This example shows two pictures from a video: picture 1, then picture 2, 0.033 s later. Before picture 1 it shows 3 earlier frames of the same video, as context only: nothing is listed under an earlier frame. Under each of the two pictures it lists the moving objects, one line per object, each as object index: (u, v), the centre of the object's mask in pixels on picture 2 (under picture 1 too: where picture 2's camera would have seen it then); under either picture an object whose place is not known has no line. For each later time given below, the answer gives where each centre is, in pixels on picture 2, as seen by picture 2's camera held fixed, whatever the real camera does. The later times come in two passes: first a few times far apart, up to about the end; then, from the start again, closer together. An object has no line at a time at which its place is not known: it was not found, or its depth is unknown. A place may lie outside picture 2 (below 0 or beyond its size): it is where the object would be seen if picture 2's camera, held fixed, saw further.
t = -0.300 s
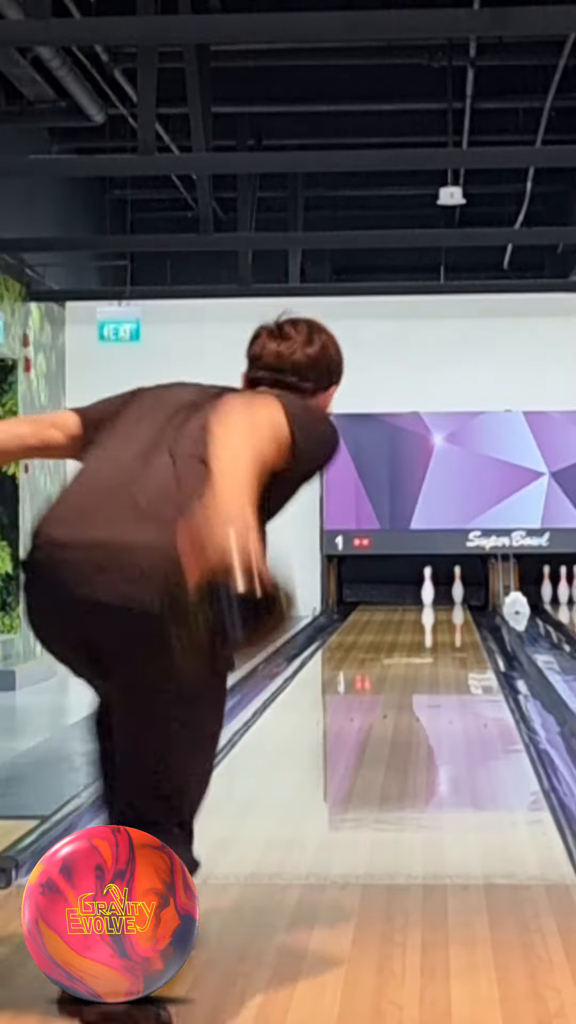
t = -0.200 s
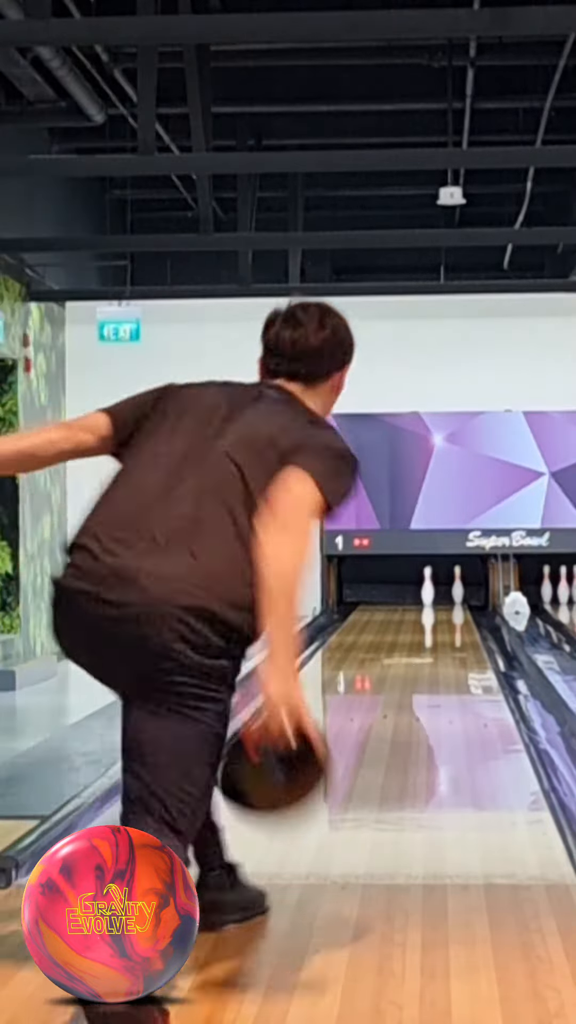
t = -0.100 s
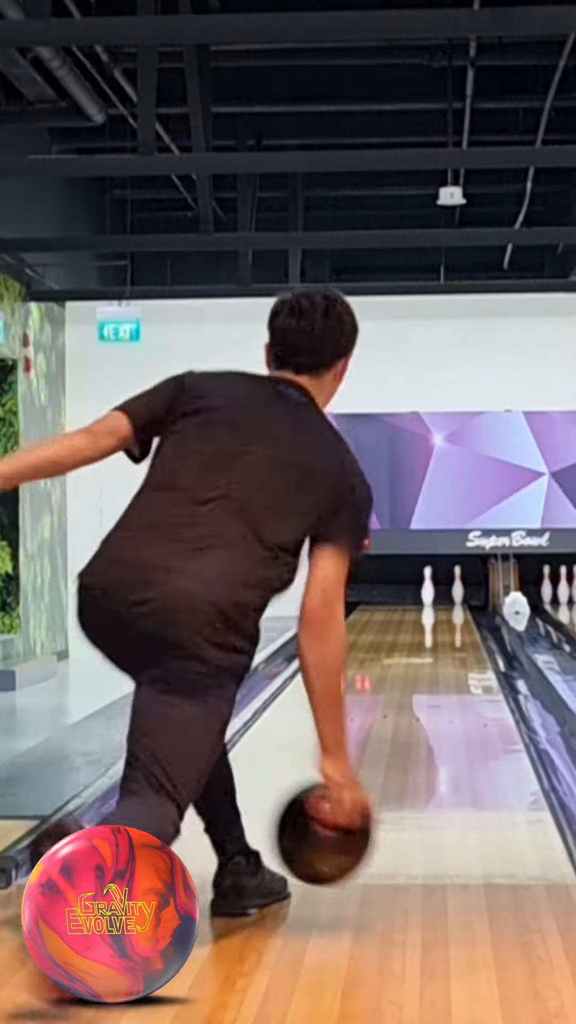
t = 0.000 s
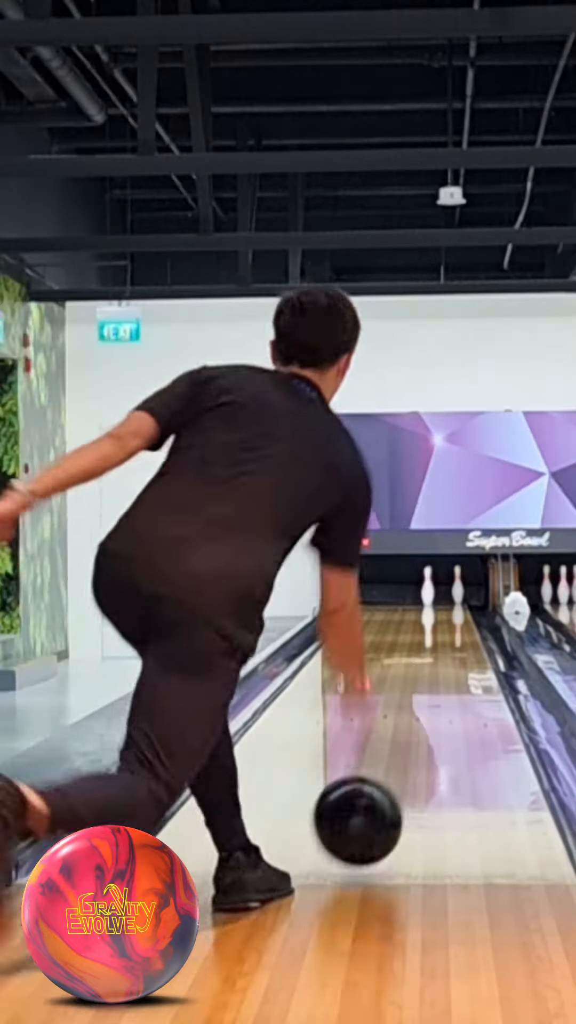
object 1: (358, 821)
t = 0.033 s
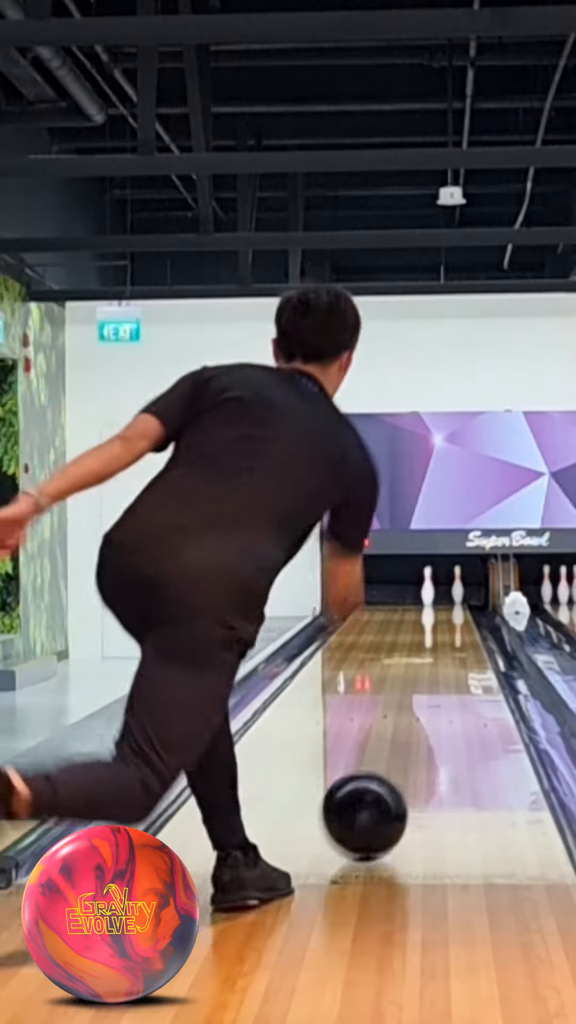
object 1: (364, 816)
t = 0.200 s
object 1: (391, 764)
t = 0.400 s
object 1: (411, 722)
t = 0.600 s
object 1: (425, 692)
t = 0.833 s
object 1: (435, 668)
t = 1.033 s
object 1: (441, 652)
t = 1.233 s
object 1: (446, 639)
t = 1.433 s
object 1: (448, 630)
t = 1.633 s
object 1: (450, 621)
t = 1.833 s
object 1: (450, 614)
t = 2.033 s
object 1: (449, 608)
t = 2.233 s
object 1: (444, 602)
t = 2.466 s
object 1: (438, 597)
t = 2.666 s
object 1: (440, 595)
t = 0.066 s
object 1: (371, 801)
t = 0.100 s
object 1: (376, 793)
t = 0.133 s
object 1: (382, 782)
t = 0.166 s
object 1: (387, 773)
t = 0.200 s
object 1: (391, 764)
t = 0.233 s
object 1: (395, 756)
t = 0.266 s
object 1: (399, 749)
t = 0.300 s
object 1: (402, 741)
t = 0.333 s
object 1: (405, 734)
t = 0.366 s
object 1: (409, 728)
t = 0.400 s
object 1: (411, 722)
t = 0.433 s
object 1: (414, 716)
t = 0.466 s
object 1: (416, 710)
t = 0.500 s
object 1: (418, 706)
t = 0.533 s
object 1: (420, 701)
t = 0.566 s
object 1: (423, 696)
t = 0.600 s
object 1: (425, 692)
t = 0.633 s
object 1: (426, 688)
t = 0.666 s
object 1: (428, 684)
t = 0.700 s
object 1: (430, 681)
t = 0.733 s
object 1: (431, 677)
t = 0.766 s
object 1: (433, 674)
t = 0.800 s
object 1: (434, 671)
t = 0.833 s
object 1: (435, 668)
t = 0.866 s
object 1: (436, 665)
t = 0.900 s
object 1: (437, 663)
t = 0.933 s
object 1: (439, 660)
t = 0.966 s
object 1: (440, 657)
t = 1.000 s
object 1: (441, 655)
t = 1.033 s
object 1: (441, 652)
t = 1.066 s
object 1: (442, 650)
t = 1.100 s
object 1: (443, 647)
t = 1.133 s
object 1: (444, 645)
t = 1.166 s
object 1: (445, 643)
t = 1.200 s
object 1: (445, 641)
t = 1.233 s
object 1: (446, 639)
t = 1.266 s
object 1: (446, 638)
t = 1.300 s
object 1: (447, 636)
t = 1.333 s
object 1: (448, 634)
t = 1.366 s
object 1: (448, 632)
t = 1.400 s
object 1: (448, 631)
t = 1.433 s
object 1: (448, 630)
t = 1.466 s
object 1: (448, 628)
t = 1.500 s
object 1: (449, 626)
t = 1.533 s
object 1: (449, 624)
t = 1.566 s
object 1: (450, 623)
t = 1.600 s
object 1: (450, 621)
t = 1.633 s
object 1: (450, 621)
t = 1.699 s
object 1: (449, 619)
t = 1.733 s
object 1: (450, 618)
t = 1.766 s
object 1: (450, 616)
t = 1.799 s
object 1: (450, 615)
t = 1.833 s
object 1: (450, 614)
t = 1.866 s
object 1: (450, 613)
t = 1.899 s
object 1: (450, 613)
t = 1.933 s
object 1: (449, 611)
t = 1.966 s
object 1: (449, 610)
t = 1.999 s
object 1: (449, 609)
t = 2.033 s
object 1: (449, 608)
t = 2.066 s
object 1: (448, 607)
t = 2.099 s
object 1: (447, 606)
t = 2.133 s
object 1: (447, 605)
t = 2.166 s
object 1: (446, 604)
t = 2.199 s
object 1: (445, 603)
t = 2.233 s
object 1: (444, 602)
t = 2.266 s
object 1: (444, 602)
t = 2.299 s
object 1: (444, 601)
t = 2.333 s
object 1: (443, 601)
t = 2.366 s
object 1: (443, 600)
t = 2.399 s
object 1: (441, 600)
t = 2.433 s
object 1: (441, 599)
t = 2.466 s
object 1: (438, 597)
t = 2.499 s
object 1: (436, 597)
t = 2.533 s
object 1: (436, 597)
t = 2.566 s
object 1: (435, 596)
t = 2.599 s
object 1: (437, 594)
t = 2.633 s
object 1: (438, 595)
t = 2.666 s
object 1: (440, 595)
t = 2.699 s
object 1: (442, 595)
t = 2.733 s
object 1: (444, 592)
